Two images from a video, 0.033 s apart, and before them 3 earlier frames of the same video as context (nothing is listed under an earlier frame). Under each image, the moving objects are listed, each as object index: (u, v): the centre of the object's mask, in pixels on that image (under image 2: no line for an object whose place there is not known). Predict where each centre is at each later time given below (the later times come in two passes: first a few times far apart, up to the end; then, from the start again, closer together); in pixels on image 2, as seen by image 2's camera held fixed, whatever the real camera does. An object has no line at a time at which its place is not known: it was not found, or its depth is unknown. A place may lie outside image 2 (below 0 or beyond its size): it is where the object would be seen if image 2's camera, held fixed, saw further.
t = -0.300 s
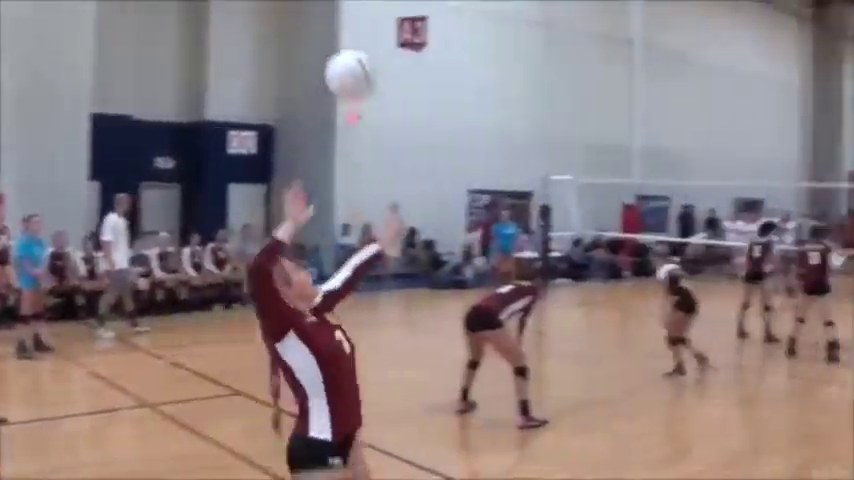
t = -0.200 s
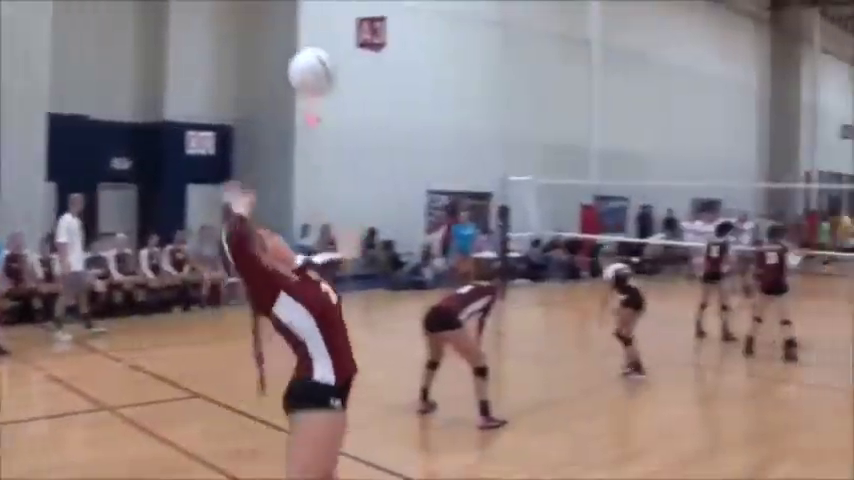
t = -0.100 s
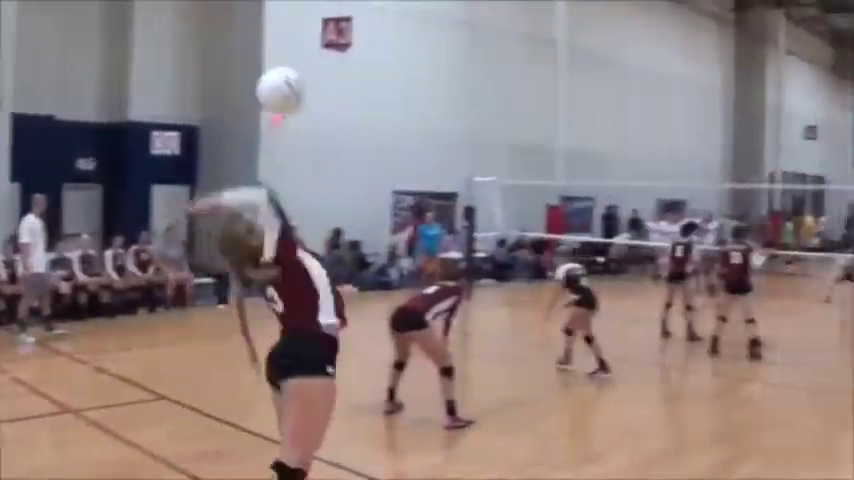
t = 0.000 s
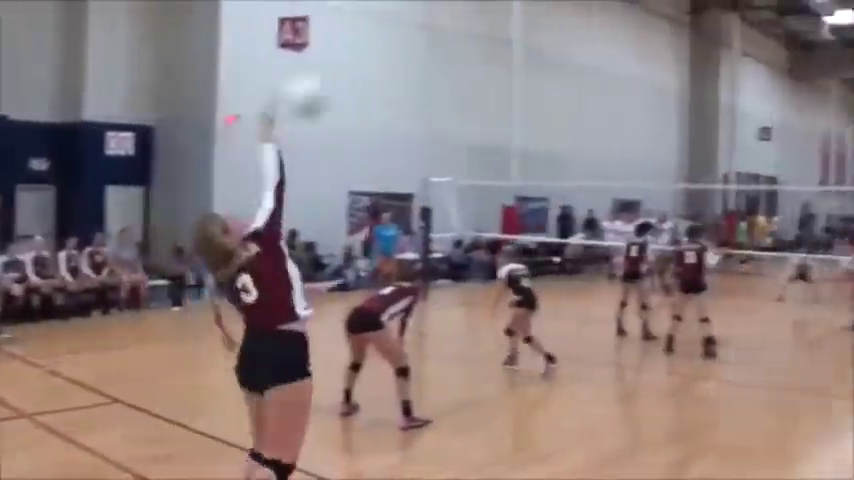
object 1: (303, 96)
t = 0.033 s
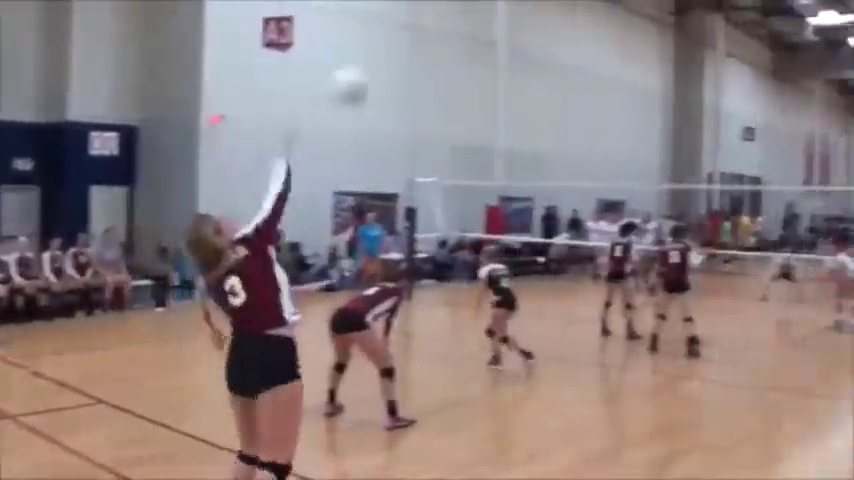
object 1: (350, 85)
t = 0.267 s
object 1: (567, 65)
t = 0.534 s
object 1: (654, 102)
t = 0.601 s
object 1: (668, 121)
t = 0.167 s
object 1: (500, 65)
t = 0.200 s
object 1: (525, 64)
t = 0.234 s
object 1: (547, 63)
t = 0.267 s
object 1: (567, 65)
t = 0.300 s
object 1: (581, 67)
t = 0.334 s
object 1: (596, 70)
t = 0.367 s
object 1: (609, 75)
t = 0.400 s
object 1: (620, 80)
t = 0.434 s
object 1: (630, 84)
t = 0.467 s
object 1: (640, 92)
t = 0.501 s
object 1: (648, 96)
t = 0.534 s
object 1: (654, 102)
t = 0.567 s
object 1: (662, 111)
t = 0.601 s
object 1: (668, 121)
